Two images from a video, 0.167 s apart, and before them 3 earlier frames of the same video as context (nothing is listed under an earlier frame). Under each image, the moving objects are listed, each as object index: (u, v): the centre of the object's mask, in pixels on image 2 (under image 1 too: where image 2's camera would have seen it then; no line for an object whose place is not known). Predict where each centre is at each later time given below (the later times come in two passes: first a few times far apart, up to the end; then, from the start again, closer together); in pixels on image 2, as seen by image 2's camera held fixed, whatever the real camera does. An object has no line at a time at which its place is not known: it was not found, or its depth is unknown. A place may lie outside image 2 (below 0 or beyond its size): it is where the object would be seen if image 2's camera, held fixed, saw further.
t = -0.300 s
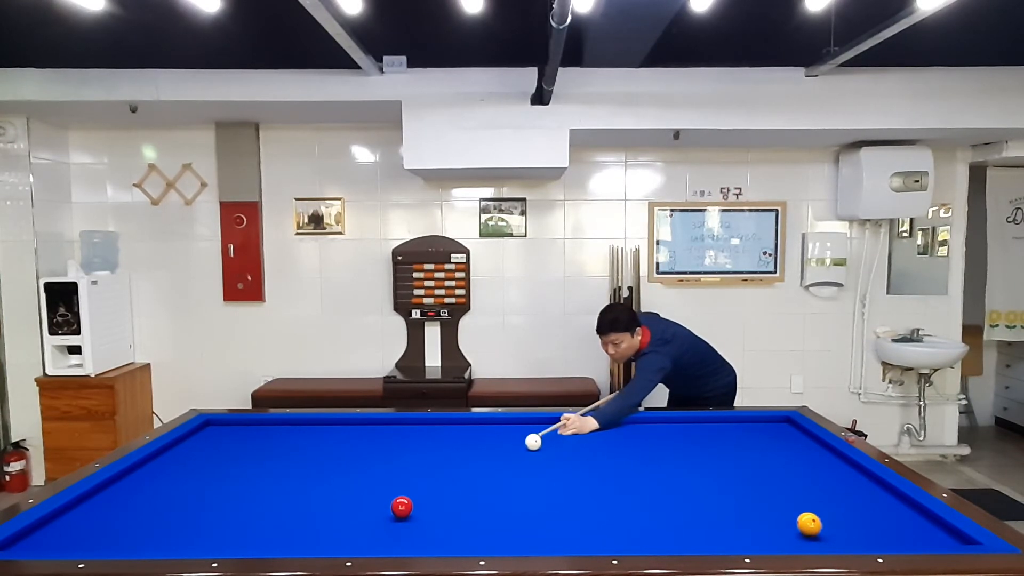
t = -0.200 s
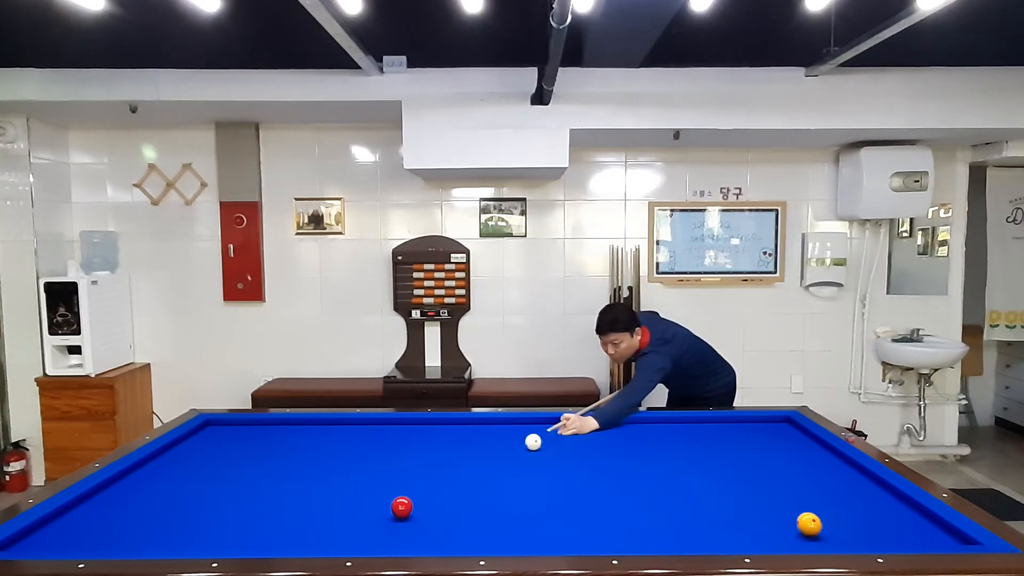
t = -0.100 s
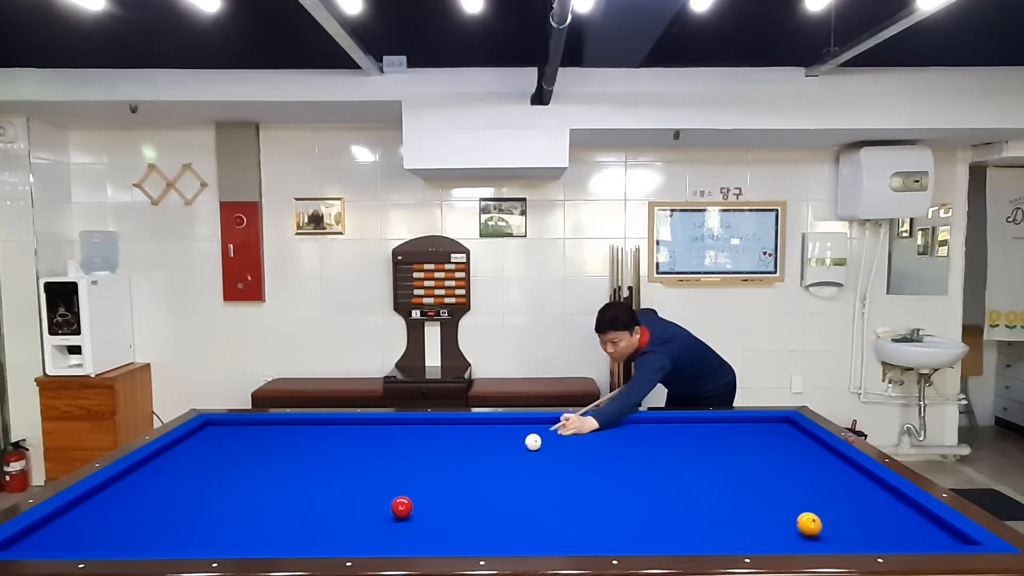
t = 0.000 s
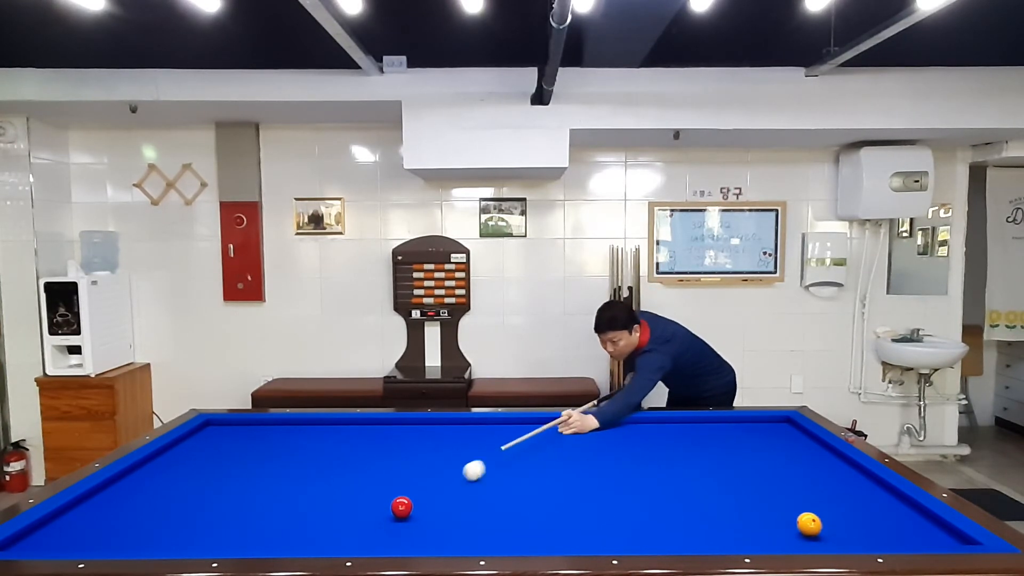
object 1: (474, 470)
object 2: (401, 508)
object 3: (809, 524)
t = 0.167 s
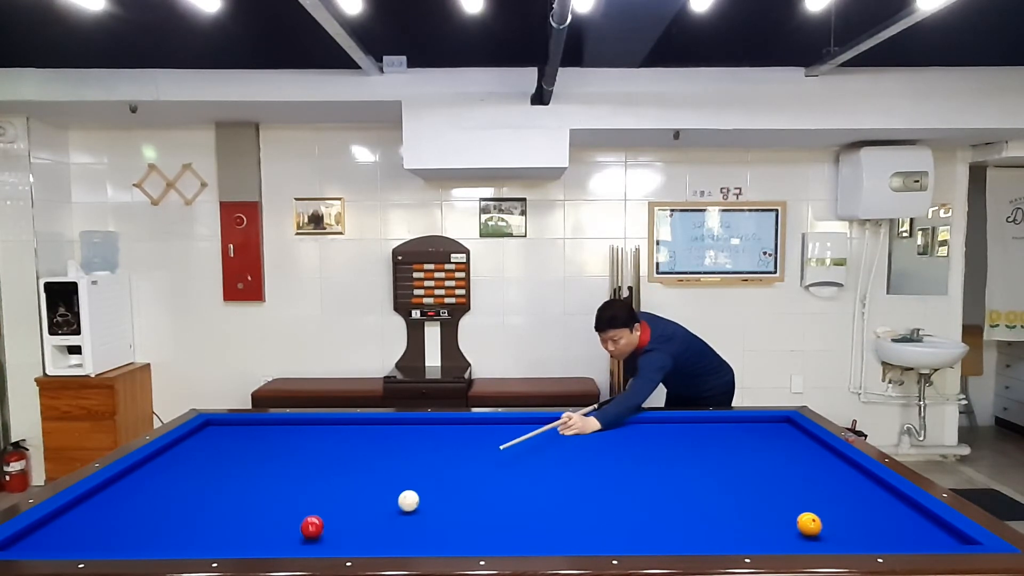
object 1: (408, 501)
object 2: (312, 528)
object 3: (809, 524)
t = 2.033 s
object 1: (217, 460)
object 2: (109, 489)
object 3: (809, 524)
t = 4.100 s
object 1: (479, 445)
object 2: (249, 434)
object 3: (809, 524)
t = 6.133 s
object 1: (713, 495)
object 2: (261, 474)
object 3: (809, 525)
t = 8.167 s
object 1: (946, 536)
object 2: (276, 509)
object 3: (814, 535)
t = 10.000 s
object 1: (877, 536)
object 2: (292, 525)
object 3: (814, 535)
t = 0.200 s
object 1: (405, 502)
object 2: (307, 515)
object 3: (809, 525)
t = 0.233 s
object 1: (402, 503)
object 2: (302, 501)
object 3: (809, 525)
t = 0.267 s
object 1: (398, 504)
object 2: (299, 489)
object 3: (809, 524)
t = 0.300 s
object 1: (394, 505)
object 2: (295, 479)
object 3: (809, 525)
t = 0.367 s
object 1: (383, 509)
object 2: (289, 461)
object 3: (809, 525)
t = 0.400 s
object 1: (377, 511)
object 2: (287, 453)
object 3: (809, 524)
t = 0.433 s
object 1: (371, 513)
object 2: (285, 446)
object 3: (809, 525)
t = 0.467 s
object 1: (364, 516)
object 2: (282, 439)
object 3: (809, 524)
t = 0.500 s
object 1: (356, 518)
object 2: (281, 433)
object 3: (809, 524)
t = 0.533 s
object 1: (348, 522)
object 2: (279, 427)
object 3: (809, 525)
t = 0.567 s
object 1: (339, 525)
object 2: (277, 422)
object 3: (809, 525)
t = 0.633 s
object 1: (319, 534)
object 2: (262, 430)
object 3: (809, 525)
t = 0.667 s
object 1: (308, 538)
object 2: (255, 434)
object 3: (809, 525)
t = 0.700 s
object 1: (296, 541)
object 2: (246, 439)
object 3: (809, 525)
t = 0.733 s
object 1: (283, 543)
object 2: (238, 443)
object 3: (809, 524)
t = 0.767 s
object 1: (274, 541)
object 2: (229, 448)
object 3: (809, 525)
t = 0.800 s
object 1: (265, 538)
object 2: (220, 452)
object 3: (809, 524)
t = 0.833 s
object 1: (257, 536)
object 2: (211, 457)
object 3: (809, 525)
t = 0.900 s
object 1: (239, 530)
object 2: (194, 466)
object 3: (809, 525)
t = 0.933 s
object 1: (230, 528)
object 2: (185, 471)
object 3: (809, 524)
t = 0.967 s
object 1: (222, 526)
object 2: (176, 476)
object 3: (809, 525)
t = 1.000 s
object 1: (214, 523)
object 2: (166, 480)
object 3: (809, 524)
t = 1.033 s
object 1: (206, 521)
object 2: (157, 485)
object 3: (809, 525)
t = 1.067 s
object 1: (198, 519)
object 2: (147, 490)
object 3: (809, 525)
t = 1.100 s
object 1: (190, 517)
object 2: (137, 494)
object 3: (809, 525)
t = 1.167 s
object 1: (175, 512)
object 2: (115, 505)
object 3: (809, 524)
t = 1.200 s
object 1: (167, 510)
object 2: (104, 510)
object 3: (809, 524)
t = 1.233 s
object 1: (160, 508)
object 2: (92, 516)
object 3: (809, 524)
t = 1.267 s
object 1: (153, 507)
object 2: (80, 522)
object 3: (809, 525)
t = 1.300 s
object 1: (146, 504)
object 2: (67, 528)
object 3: (809, 524)
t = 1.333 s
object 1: (139, 502)
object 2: (54, 534)
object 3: (809, 524)
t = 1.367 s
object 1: (132, 500)
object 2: (40, 540)
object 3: (809, 524)
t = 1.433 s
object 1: (119, 497)
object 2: (25, 544)
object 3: (809, 525)
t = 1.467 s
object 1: (112, 495)
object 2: (32, 541)
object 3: (809, 525)
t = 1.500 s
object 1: (106, 493)
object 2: (37, 537)
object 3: (809, 524)
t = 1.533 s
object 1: (100, 491)
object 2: (42, 532)
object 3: (809, 524)
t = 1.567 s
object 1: (102, 489)
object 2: (47, 528)
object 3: (809, 525)
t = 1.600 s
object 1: (113, 487)
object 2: (50, 525)
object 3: (809, 525)
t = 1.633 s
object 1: (123, 484)
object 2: (54, 521)
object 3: (809, 525)
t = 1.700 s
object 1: (141, 480)
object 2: (61, 515)
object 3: (809, 525)
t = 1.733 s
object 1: (149, 478)
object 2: (64, 512)
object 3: (809, 525)
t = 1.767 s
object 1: (157, 476)
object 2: (69, 509)
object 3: (809, 524)
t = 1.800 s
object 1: (165, 474)
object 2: (74, 506)
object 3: (809, 525)
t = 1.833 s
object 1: (173, 472)
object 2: (80, 504)
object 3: (809, 525)
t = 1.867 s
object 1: (181, 469)
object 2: (85, 501)
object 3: (809, 524)
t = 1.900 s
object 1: (188, 467)
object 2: (90, 499)
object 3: (809, 525)
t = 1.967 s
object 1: (203, 464)
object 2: (100, 494)
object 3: (809, 525)
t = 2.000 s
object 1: (210, 462)
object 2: (104, 492)
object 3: (809, 525)
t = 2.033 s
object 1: (217, 460)
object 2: (109, 489)
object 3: (809, 524)
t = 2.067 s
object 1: (224, 458)
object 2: (113, 487)
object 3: (809, 525)
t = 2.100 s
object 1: (231, 456)
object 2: (118, 485)
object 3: (809, 524)
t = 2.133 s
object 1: (237, 455)
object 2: (122, 483)
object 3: (809, 525)
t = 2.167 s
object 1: (244, 453)
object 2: (127, 481)
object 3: (809, 525)
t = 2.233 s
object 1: (256, 450)
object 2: (135, 477)
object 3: (809, 524)
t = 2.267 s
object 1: (263, 448)
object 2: (139, 475)
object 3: (809, 525)
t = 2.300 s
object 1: (269, 447)
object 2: (143, 473)
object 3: (809, 525)
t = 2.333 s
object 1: (275, 445)
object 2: (147, 471)
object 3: (809, 524)
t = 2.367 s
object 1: (280, 443)
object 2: (151, 469)
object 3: (809, 524)
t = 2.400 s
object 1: (286, 442)
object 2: (155, 467)
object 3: (809, 525)
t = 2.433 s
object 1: (292, 441)
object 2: (158, 465)
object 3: (809, 525)
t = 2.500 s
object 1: (303, 438)
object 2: (166, 462)
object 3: (809, 524)
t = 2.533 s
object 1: (308, 436)
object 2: (169, 460)
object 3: (809, 525)
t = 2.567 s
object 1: (314, 435)
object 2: (173, 458)
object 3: (809, 525)
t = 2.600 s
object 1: (319, 434)
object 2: (176, 457)
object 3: (809, 525)
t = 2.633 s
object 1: (324, 432)
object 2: (179, 455)
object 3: (809, 524)
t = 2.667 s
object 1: (329, 431)
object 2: (182, 453)
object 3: (809, 524)
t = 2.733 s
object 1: (339, 429)
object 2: (189, 450)
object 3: (809, 525)
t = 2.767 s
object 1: (344, 427)
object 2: (192, 449)
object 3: (809, 525)
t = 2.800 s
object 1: (349, 426)
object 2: (195, 447)
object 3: (809, 524)
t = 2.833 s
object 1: (353, 425)
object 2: (198, 446)
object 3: (809, 525)
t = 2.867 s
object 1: (358, 424)
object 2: (201, 444)
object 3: (809, 525)
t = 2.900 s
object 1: (363, 423)
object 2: (204, 443)
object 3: (809, 525)
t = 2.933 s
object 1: (367, 421)
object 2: (207, 442)
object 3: (809, 524)
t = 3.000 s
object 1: (373, 422)
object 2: (212, 439)
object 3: (809, 524)
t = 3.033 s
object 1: (376, 423)
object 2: (215, 438)
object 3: (809, 525)
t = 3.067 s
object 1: (379, 423)
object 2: (217, 436)
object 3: (809, 525)
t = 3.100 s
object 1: (382, 424)
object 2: (220, 435)
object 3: (809, 524)
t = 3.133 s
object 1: (385, 425)
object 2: (223, 434)
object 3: (809, 524)
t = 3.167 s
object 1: (388, 425)
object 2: (226, 433)
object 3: (809, 524)
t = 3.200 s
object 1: (392, 426)
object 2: (228, 431)
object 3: (809, 525)
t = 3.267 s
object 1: (397, 427)
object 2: (233, 429)
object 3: (809, 525)
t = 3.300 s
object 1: (401, 428)
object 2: (235, 428)
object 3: (809, 524)
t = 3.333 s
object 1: (404, 429)
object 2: (237, 427)
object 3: (809, 525)
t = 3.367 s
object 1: (407, 429)
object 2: (240, 425)
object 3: (809, 524)
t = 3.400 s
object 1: (410, 430)
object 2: (242, 424)
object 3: (809, 525)
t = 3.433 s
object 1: (413, 431)
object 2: (244, 423)
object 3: (809, 524)
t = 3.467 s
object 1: (416, 431)
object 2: (247, 422)
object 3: (809, 525)
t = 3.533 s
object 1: (423, 433)
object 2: (247, 423)
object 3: (809, 525)
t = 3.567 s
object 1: (426, 434)
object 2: (247, 424)
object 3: (809, 524)
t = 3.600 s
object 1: (429, 434)
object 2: (247, 425)
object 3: (809, 525)
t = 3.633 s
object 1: (432, 435)
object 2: (247, 425)
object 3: (809, 525)
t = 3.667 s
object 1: (435, 436)
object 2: (247, 426)
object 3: (809, 525)
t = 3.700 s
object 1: (439, 437)
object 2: (247, 427)
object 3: (809, 525)
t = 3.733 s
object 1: (442, 437)
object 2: (247, 427)
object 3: (809, 524)
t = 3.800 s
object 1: (449, 439)
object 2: (248, 428)
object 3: (809, 524)
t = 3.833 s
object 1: (452, 439)
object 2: (248, 429)
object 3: (809, 525)
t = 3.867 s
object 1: (455, 440)
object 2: (248, 430)
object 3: (809, 525)
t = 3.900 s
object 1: (459, 441)
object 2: (248, 430)
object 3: (809, 524)
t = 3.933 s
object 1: (462, 442)
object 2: (248, 431)
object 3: (809, 525)
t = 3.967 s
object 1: (465, 442)
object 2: (248, 432)
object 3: (809, 525)
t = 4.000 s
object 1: (469, 443)
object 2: (248, 432)
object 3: (809, 525)
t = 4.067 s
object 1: (476, 444)
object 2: (249, 434)
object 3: (809, 525)
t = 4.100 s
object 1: (479, 445)
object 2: (249, 434)
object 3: (809, 524)
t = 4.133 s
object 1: (482, 446)
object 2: (249, 435)
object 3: (809, 525)
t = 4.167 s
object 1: (486, 447)
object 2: (249, 436)
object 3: (809, 525)
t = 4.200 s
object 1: (489, 448)
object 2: (249, 436)
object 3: (809, 525)
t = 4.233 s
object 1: (493, 448)
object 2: (249, 437)
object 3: (809, 525)
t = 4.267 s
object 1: (496, 449)
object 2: (250, 438)
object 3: (809, 525)
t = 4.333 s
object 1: (503, 450)
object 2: (250, 439)
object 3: (809, 524)
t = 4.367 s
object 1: (507, 451)
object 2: (250, 439)
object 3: (809, 525)
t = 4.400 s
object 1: (510, 452)
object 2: (250, 440)
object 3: (809, 525)
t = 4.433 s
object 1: (514, 453)
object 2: (250, 441)
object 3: (809, 525)
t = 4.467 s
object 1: (517, 454)
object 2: (251, 442)
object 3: (809, 524)
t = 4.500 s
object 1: (521, 454)
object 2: (250, 442)
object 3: (809, 525)
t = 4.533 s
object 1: (524, 455)
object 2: (251, 443)
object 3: (809, 525)
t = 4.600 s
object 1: (532, 457)
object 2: (251, 444)
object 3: (809, 525)
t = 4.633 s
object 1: (536, 457)
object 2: (251, 445)
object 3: (809, 524)
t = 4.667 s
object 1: (539, 458)
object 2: (251, 445)
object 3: (809, 524)
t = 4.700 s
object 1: (543, 459)
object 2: (252, 446)
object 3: (809, 525)
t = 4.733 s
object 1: (546, 460)
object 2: (252, 447)
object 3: (809, 525)
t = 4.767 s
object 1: (550, 461)
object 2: (252, 447)
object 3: (809, 524)
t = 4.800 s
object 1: (554, 461)
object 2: (252, 448)
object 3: (809, 524)
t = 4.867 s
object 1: (561, 463)
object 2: (252, 449)
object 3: (809, 524)
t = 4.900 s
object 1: (565, 464)
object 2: (253, 450)
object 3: (809, 524)
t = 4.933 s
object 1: (569, 465)
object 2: (253, 451)
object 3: (809, 524)
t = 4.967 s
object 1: (573, 465)
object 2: (253, 451)
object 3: (809, 524)
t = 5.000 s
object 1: (576, 466)
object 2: (253, 452)
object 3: (809, 524)
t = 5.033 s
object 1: (580, 467)
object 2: (253, 453)
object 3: (809, 524)
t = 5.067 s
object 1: (584, 468)
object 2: (254, 453)
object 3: (809, 525)
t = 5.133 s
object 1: (592, 470)
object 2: (254, 455)
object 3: (809, 525)
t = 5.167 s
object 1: (595, 470)
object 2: (254, 455)
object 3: (809, 525)
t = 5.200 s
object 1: (599, 471)
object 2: (254, 456)
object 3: (809, 525)
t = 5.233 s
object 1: (603, 472)
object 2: (255, 457)
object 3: (809, 524)
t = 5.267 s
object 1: (607, 473)
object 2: (255, 457)
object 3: (809, 525)
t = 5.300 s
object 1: (611, 474)
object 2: (255, 458)
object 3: (809, 525)
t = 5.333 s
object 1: (615, 474)
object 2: (255, 459)
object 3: (809, 524)
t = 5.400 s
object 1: (623, 476)
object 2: (256, 460)
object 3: (809, 525)
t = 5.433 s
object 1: (627, 477)
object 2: (256, 461)
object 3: (809, 525)
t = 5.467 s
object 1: (631, 478)
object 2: (256, 461)
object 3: (809, 525)
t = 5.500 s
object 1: (635, 478)
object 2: (256, 462)
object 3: (809, 524)
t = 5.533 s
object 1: (639, 480)
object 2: (257, 463)
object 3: (809, 525)
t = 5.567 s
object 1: (643, 480)
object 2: (257, 463)
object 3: (809, 525)
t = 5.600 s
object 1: (647, 481)
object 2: (257, 464)
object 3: (809, 525)
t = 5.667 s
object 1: (655, 483)
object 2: (258, 465)
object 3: (809, 525)
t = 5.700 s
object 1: (659, 484)
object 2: (258, 466)
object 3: (809, 524)
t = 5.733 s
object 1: (663, 484)
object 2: (258, 467)
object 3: (809, 524)
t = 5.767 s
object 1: (667, 485)
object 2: (258, 467)
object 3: (809, 524)
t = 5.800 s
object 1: (671, 486)
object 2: (258, 468)
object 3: (809, 525)
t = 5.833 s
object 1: (675, 487)
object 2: (258, 469)
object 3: (809, 524)
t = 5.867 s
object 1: (680, 488)
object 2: (259, 469)
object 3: (809, 524)
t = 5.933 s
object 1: (688, 490)
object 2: (259, 471)
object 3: (809, 525)
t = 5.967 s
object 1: (692, 491)
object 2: (259, 471)
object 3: (809, 525)
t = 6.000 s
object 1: (696, 492)
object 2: (260, 472)
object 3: (809, 524)
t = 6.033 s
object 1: (700, 492)
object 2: (260, 472)
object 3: (809, 524)
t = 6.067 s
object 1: (705, 493)
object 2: (260, 473)
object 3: (809, 524)
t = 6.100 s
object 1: (709, 494)
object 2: (260, 474)
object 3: (809, 524)
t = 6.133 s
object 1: (713, 495)
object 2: (261, 474)
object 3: (809, 525)
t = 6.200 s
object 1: (722, 497)
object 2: (261, 476)
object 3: (809, 524)
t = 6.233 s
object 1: (726, 498)
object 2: (261, 476)
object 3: (809, 525)
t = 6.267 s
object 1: (730, 499)
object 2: (261, 477)
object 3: (809, 524)
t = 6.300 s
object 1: (735, 500)
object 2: (261, 478)
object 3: (809, 524)
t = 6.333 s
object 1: (739, 501)
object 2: (262, 478)
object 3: (809, 524)
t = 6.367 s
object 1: (743, 501)
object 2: (262, 479)
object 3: (809, 524)
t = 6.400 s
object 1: (748, 502)
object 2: (262, 479)
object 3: (809, 524)
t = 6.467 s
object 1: (756, 504)
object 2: (263, 481)
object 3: (809, 524)
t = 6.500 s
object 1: (761, 506)
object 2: (263, 481)
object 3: (809, 525)
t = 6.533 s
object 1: (765, 506)
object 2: (263, 482)
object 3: (809, 524)
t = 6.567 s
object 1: (769, 507)
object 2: (263, 483)
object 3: (809, 525)
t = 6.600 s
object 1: (774, 508)
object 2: (264, 483)
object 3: (809, 524)
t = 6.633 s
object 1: (778, 509)
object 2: (264, 484)
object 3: (809, 525)
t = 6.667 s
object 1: (783, 510)
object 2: (264, 484)
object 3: (809, 524)
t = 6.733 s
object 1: (791, 511)
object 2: (264, 486)
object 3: (809, 525)
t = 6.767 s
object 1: (794, 511)
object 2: (265, 486)
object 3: (809, 525)
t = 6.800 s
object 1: (798, 511)
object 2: (265, 487)
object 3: (809, 525)
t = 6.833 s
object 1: (803, 510)
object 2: (265, 487)
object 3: (809, 525)
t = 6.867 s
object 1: (809, 510)
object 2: (265, 488)
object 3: (809, 525)
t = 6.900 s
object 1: (815, 511)
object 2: (266, 489)
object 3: (811, 521)
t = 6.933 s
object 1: (820, 514)
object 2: (266, 489)
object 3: (809, 526)
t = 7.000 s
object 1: (828, 517)
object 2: (267, 490)
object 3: (810, 526)
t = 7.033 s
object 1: (831, 518)
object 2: (267, 491)
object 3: (810, 527)
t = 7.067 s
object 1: (835, 519)
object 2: (267, 492)
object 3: (810, 527)
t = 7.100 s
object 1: (839, 520)
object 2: (267, 492)
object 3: (811, 528)
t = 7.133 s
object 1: (844, 520)
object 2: (268, 493)
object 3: (811, 528)
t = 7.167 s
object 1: (848, 521)
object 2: (268, 493)
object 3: (811, 528)
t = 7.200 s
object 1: (853, 521)
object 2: (268, 494)
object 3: (811, 529)
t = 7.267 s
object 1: (861, 522)
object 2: (269, 495)
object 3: (812, 529)
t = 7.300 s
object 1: (866, 523)
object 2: (269, 496)
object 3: (812, 529)
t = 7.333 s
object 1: (869, 524)
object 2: (269, 496)
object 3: (812, 530)
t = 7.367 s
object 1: (874, 524)
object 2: (269, 497)
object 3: (812, 530)
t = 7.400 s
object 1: (878, 524)
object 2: (270, 497)
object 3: (813, 530)
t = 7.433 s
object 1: (882, 525)
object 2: (270, 498)
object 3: (812, 531)
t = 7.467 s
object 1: (887, 526)
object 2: (270, 498)
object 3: (813, 531)
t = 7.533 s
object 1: (895, 527)
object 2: (271, 499)
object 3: (813, 532)
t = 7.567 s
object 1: (899, 528)
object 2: (271, 500)
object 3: (813, 532)
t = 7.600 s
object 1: (903, 528)
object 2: (271, 500)
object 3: (813, 532)
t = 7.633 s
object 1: (908, 528)
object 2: (272, 501)
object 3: (813, 532)
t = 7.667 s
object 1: (912, 529)
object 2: (272, 502)
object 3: (813, 533)
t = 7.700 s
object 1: (916, 530)
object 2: (272, 502)
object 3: (813, 533)
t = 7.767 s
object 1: (924, 531)
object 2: (273, 503)
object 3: (813, 533)
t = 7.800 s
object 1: (928, 531)
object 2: (273, 504)
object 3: (813, 534)
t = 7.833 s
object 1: (932, 531)
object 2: (273, 504)
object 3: (813, 534)
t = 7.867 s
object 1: (937, 532)
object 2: (273, 505)
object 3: (813, 534)
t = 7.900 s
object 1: (941, 533)
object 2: (274, 505)
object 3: (813, 534)
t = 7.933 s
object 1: (945, 533)
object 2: (274, 505)
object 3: (814, 534)
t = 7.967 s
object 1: (949, 533)
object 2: (274, 506)
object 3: (814, 534)
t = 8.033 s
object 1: (951, 534)
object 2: (275, 507)
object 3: (814, 535)
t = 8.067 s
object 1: (950, 534)
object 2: (275, 507)
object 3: (814, 535)
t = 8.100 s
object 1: (949, 535)
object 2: (276, 508)
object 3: (814, 535)
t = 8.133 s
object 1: (948, 535)
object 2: (276, 508)
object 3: (814, 535)
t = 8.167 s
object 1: (946, 536)
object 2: (276, 509)
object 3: (814, 535)
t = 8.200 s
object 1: (945, 535)
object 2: (276, 509)
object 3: (814, 535)
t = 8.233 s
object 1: (944, 536)
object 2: (277, 510)
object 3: (814, 535)
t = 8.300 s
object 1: (941, 536)
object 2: (277, 511)
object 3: (814, 535)
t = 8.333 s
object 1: (940, 536)
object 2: (278, 511)
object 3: (815, 535)
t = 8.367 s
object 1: (939, 537)
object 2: (278, 511)
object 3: (815, 535)
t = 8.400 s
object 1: (937, 537)
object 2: (278, 512)
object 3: (815, 535)
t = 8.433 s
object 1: (936, 537)
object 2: (278, 512)
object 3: (815, 536)
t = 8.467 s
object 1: (935, 537)
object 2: (279, 513)
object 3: (815, 535)
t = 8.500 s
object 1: (933, 538)
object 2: (279, 513)
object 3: (815, 535)
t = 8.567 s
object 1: (930, 538)
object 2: (279, 514)
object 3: (814, 535)
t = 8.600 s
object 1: (929, 538)
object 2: (280, 514)
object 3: (814, 535)
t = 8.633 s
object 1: (928, 538)
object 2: (280, 515)
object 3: (814, 535)
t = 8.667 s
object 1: (926, 539)
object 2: (280, 515)
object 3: (814, 535)
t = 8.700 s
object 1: (925, 539)
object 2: (281, 515)
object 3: (814, 535)
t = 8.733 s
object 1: (924, 539)
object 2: (281, 516)
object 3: (814, 536)
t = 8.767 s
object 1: (923, 539)
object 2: (281, 516)
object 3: (814, 535)
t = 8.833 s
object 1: (920, 539)
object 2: (282, 517)
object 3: (814, 535)
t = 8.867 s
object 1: (918, 539)
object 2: (282, 517)
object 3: (814, 535)
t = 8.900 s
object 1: (917, 539)
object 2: (282, 517)
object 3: (814, 535)
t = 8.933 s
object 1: (915, 539)
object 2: (283, 518)
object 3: (814, 535)
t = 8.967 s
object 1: (914, 539)
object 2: (283, 518)
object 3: (814, 535)
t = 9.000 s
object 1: (912, 539)
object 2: (283, 519)
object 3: (814, 535)
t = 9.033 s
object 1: (911, 539)
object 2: (284, 519)
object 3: (814, 535)
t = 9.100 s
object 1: (908, 539)
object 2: (284, 519)
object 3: (814, 535)
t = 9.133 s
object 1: (907, 538)
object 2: (284, 520)
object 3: (814, 535)
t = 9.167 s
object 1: (905, 538)
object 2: (285, 520)
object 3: (814, 535)
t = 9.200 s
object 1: (904, 538)
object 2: (285, 520)
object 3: (814, 535)
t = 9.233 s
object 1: (902, 538)
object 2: (285, 520)
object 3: (814, 535)
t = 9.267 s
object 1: (901, 538)
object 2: (285, 521)
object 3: (814, 535)
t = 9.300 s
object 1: (900, 538)
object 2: (286, 521)
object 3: (814, 535)
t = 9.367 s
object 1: (897, 538)
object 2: (286, 522)
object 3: (814, 535)
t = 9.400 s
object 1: (896, 537)
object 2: (287, 521)
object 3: (814, 535)
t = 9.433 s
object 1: (894, 537)
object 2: (287, 522)
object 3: (814, 535)
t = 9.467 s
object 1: (893, 537)
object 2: (287, 522)
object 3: (814, 535)
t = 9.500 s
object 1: (892, 537)
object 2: (288, 522)
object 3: (814, 535)
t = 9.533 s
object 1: (891, 537)
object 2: (288, 522)
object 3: (814, 535)
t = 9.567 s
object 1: (890, 537)
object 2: (288, 523)
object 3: (814, 535)
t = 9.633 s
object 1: (887, 537)
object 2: (289, 523)
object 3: (814, 535)
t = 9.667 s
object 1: (887, 537)
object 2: (289, 523)
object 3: (814, 535)
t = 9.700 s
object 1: (885, 537)
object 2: (289, 524)
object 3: (814, 535)
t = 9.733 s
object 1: (884, 536)
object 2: (290, 524)
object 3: (814, 535)
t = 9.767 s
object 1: (883, 536)
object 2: (290, 524)
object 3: (814, 535)
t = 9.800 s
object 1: (882, 536)
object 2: (290, 524)
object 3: (814, 535)
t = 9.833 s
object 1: (881, 536)
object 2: (290, 525)
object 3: (814, 535)
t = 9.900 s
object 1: (880, 536)
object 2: (291, 525)
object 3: (814, 535)
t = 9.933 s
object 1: (879, 536)
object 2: (291, 525)
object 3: (814, 535)
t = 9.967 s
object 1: (878, 536)
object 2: (291, 525)
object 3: (814, 535)
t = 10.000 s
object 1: (877, 536)
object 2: (292, 525)
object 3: (814, 535)
